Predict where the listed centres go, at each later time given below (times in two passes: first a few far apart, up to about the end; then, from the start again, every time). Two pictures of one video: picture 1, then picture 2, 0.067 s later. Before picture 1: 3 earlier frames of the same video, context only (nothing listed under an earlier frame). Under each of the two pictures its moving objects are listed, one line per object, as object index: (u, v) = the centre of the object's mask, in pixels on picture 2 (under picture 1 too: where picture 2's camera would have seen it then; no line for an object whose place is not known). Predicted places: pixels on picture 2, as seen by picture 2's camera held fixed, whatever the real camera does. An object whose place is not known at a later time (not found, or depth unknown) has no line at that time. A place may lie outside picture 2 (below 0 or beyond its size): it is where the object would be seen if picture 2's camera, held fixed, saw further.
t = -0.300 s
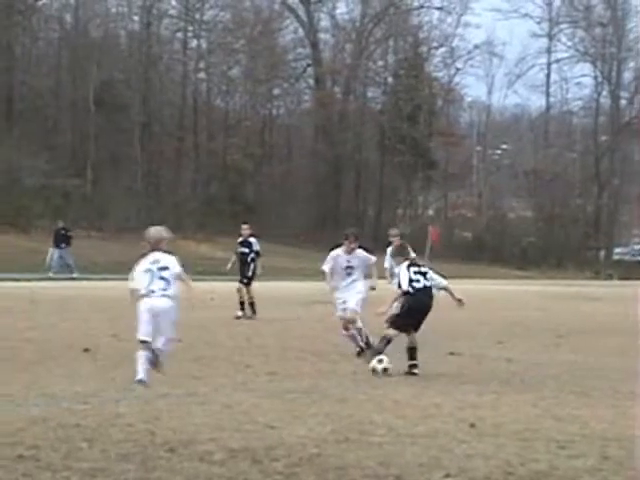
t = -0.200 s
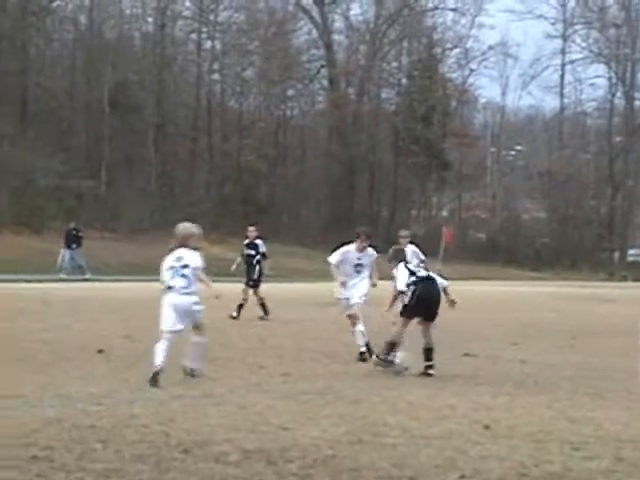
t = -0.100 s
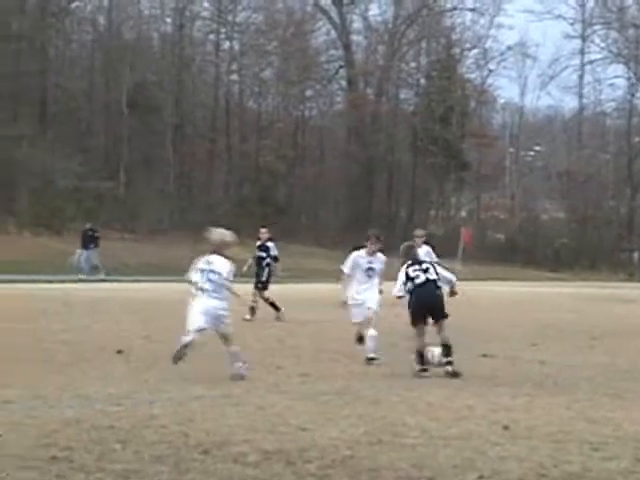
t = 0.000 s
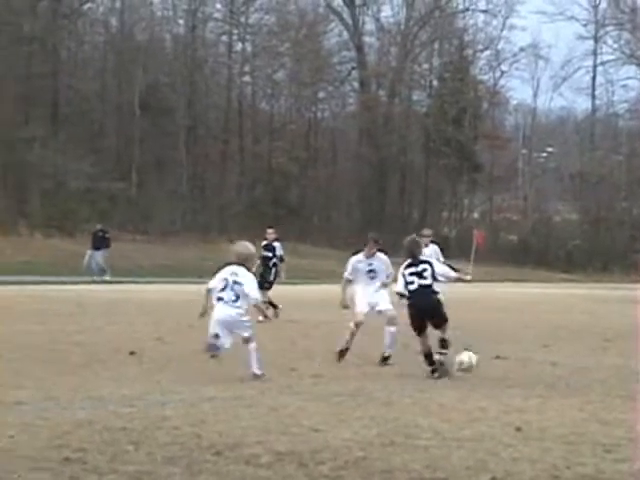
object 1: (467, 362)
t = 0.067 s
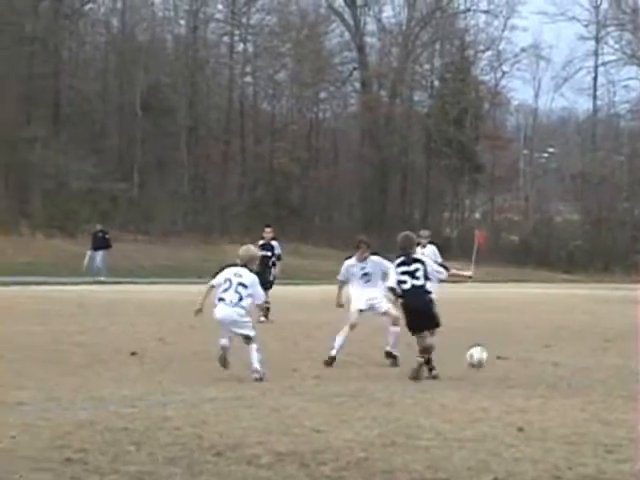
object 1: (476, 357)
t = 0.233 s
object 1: (498, 357)
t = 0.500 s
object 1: (528, 349)
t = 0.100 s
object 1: (481, 355)
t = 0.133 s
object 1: (485, 355)
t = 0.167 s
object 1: (489, 357)
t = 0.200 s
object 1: (494, 358)
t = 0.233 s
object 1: (498, 357)
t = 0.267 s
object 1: (502, 356)
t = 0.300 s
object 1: (506, 355)
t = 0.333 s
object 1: (510, 355)
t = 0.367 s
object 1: (514, 354)
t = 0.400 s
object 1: (518, 352)
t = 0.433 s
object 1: (521, 350)
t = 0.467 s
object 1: (525, 349)
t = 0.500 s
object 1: (528, 349)
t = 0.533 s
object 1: (532, 351)
